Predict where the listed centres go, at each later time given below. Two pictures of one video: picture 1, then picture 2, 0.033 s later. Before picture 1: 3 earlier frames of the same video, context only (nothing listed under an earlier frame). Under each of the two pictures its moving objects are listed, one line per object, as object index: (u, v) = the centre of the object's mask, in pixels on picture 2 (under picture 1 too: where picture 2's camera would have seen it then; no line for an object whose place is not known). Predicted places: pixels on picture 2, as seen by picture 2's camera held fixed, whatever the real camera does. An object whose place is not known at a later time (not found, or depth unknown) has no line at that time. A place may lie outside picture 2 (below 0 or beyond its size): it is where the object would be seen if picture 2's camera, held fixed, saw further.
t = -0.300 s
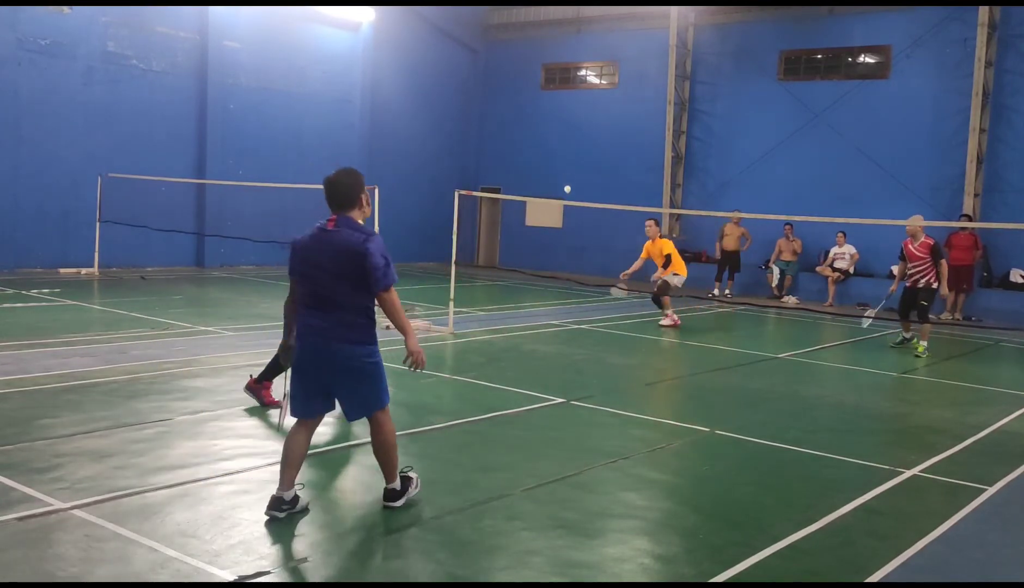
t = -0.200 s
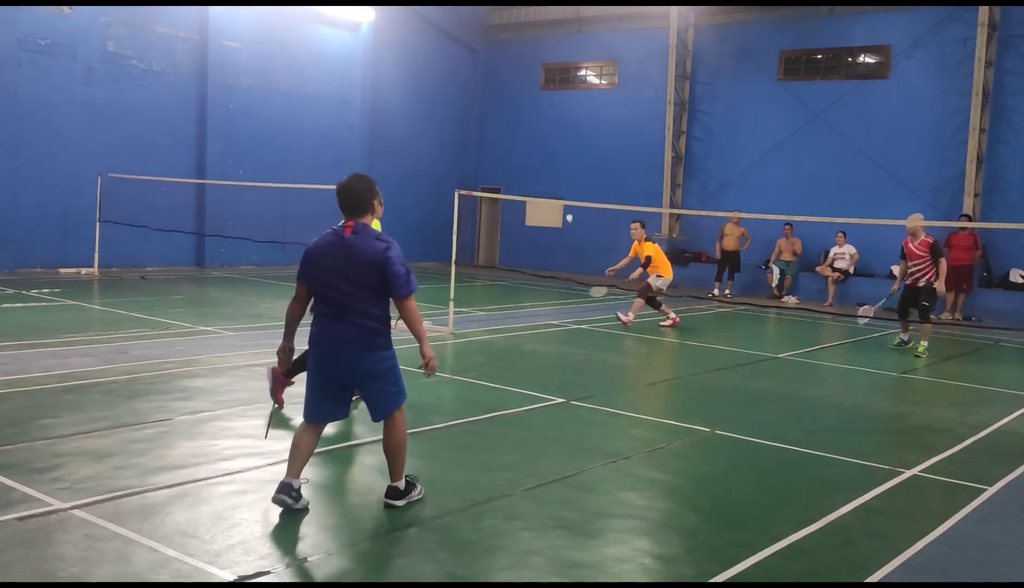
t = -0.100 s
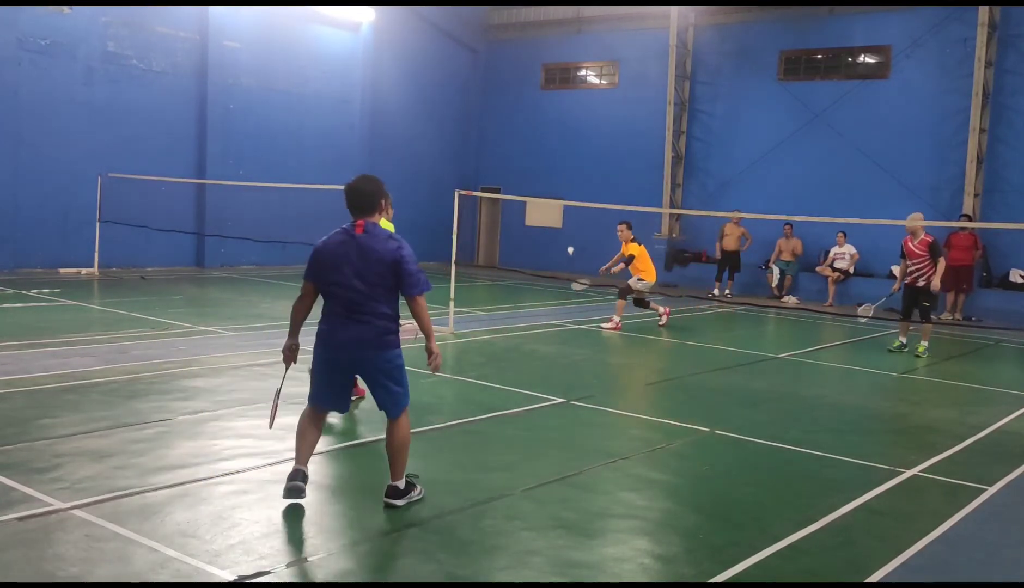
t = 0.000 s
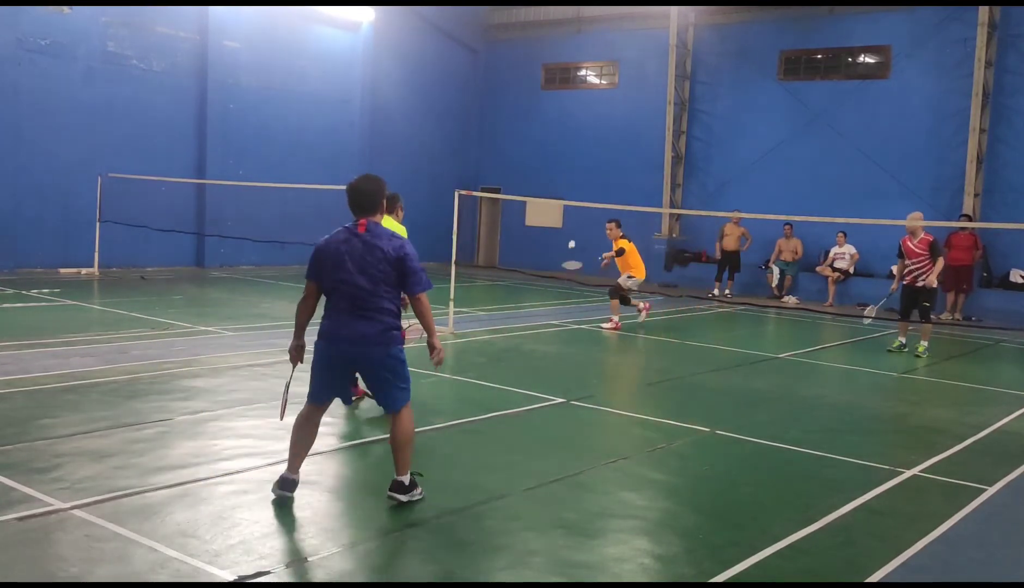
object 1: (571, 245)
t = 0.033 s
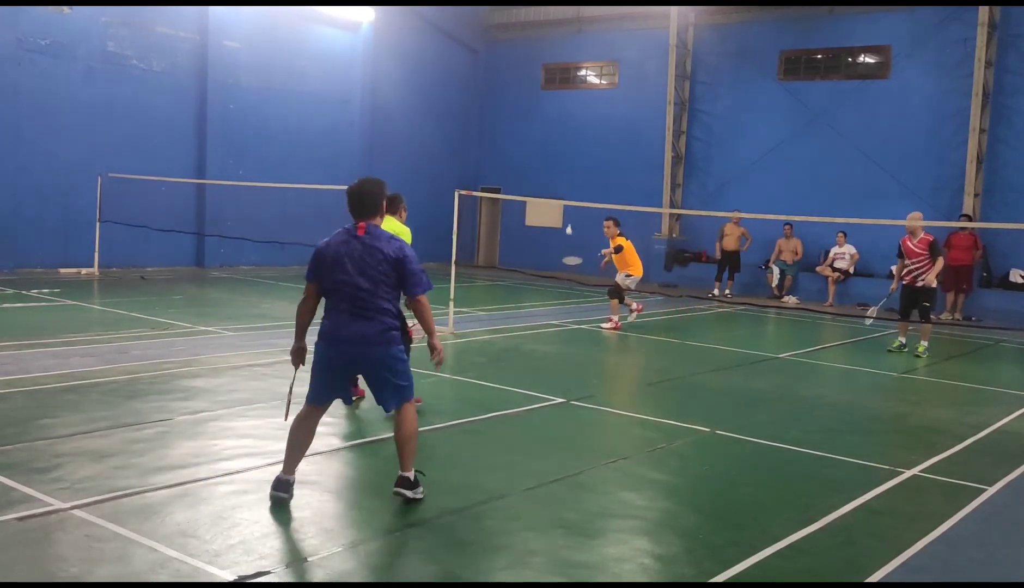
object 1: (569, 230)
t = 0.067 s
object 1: (567, 213)
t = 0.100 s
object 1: (567, 198)
